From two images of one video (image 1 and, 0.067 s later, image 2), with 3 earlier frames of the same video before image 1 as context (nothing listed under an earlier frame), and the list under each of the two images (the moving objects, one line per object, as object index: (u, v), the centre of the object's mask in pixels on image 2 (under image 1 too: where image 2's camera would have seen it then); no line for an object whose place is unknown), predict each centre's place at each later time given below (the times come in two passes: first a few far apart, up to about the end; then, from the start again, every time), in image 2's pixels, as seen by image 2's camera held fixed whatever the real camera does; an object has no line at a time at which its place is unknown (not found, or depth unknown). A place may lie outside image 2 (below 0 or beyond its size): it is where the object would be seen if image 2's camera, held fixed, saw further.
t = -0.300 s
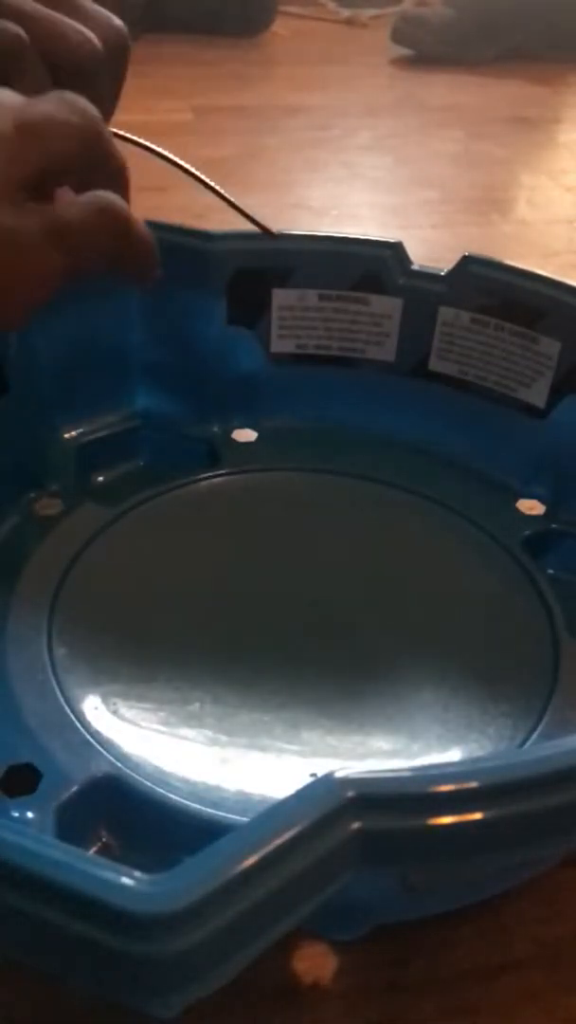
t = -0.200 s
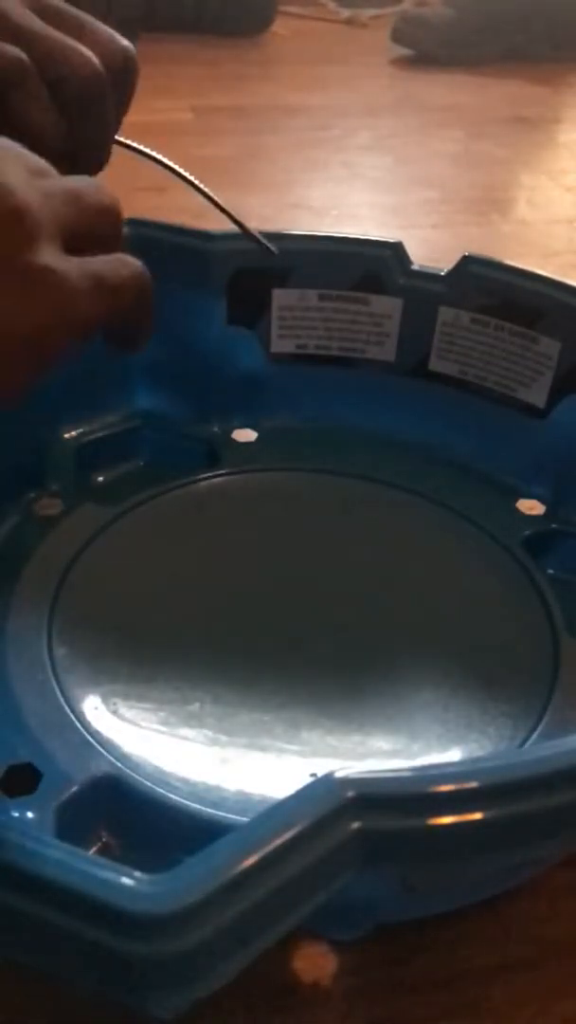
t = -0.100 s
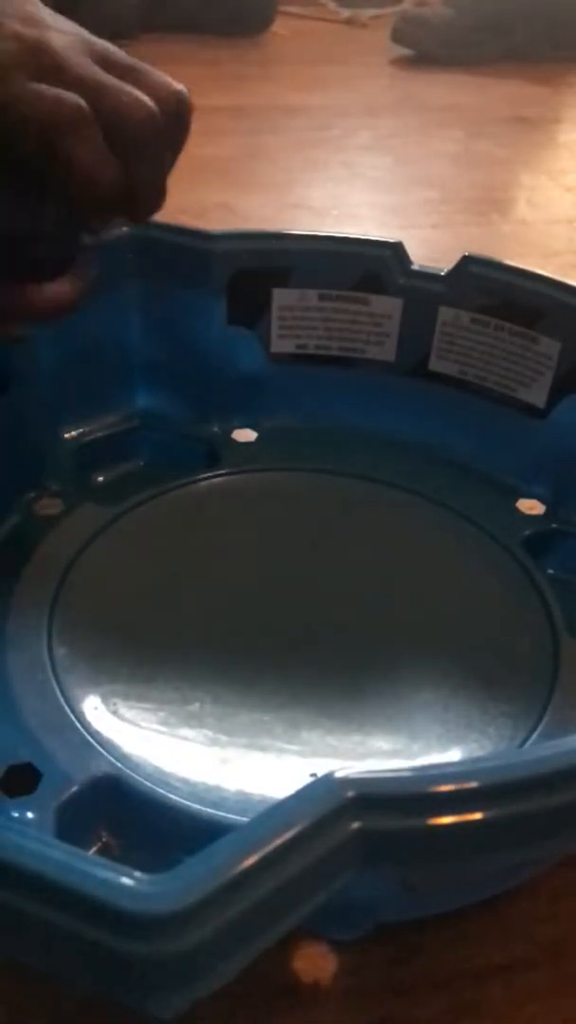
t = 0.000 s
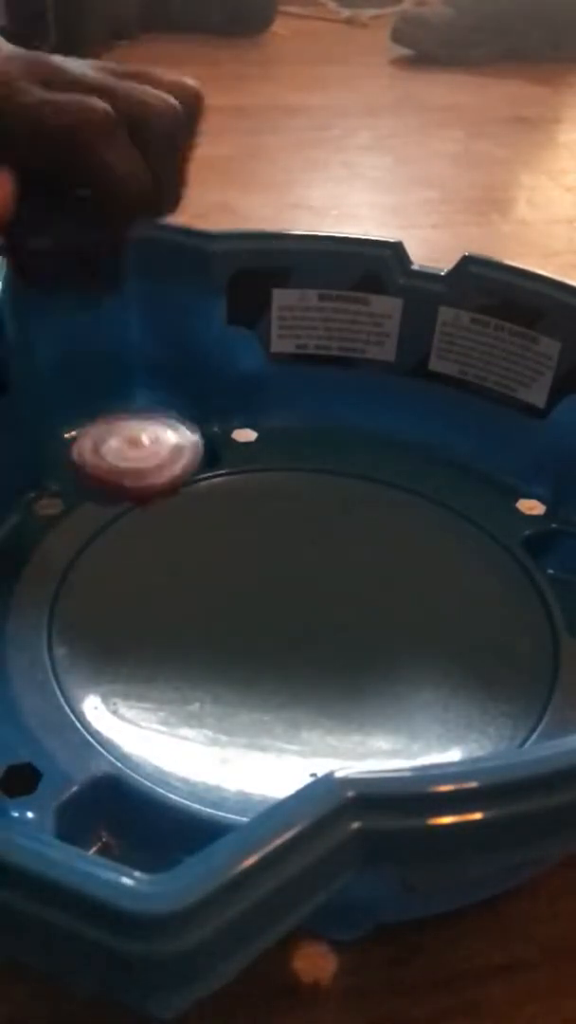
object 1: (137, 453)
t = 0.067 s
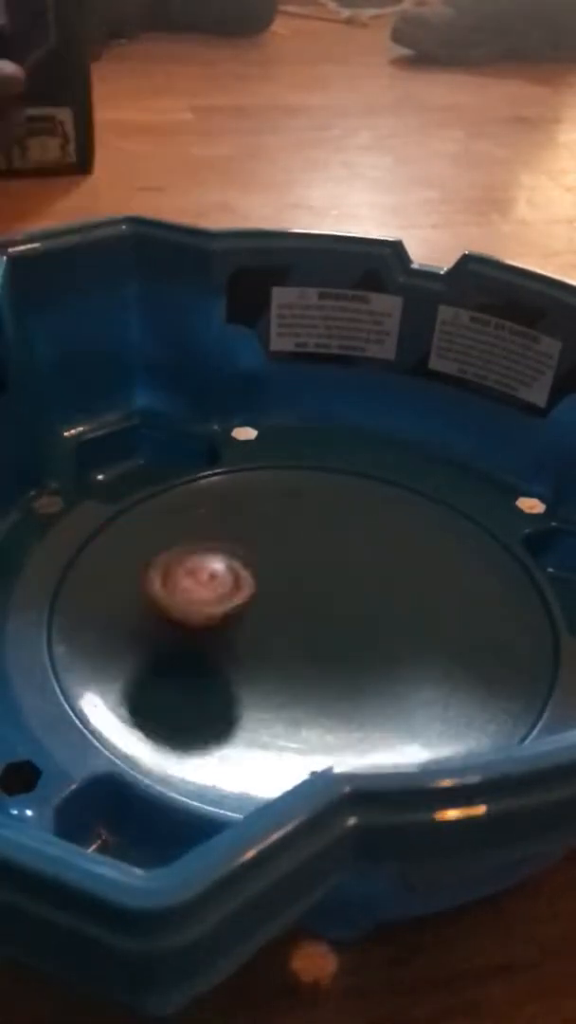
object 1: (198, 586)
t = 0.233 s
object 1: (380, 599)
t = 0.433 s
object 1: (436, 565)
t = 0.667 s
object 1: (337, 486)
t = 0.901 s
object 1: (213, 521)
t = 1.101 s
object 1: (215, 616)
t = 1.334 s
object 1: (366, 663)
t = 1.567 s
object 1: (438, 597)
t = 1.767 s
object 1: (396, 545)
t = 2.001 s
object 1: (299, 537)
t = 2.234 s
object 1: (238, 591)
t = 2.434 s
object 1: (260, 645)
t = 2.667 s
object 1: (332, 663)
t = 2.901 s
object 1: (378, 623)
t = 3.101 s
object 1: (343, 575)
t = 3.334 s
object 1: (259, 564)
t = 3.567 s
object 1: (218, 598)
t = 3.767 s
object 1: (250, 633)
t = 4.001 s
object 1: (327, 621)
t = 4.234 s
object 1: (325, 560)
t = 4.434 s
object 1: (273, 541)
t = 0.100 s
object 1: (235, 549)
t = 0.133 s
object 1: (274, 531)
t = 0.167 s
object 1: (312, 532)
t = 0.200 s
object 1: (349, 557)
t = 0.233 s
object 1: (380, 599)
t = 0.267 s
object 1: (403, 614)
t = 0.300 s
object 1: (417, 594)
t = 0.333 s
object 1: (432, 594)
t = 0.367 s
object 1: (439, 594)
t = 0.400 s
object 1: (440, 578)
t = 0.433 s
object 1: (436, 565)
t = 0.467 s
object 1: (429, 550)
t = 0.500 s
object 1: (417, 534)
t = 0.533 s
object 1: (406, 521)
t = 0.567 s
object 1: (390, 508)
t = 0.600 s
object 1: (374, 499)
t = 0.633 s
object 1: (355, 491)
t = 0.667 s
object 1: (337, 486)
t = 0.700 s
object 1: (316, 484)
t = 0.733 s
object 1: (296, 484)
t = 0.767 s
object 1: (277, 487)
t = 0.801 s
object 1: (259, 493)
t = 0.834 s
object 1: (242, 500)
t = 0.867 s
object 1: (227, 510)
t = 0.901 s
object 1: (213, 521)
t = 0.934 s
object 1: (204, 535)
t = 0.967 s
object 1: (196, 550)
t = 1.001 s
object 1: (195, 566)
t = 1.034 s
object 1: (195, 583)
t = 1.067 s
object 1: (201, 599)
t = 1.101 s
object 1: (215, 616)
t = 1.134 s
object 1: (229, 631)
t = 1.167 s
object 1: (248, 644)
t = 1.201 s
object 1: (270, 655)
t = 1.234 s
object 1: (294, 662)
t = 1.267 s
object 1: (319, 666)
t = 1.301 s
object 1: (343, 666)
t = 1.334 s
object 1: (366, 663)
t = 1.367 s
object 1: (387, 658)
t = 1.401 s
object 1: (404, 650)
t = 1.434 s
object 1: (418, 642)
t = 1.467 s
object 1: (428, 631)
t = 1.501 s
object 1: (434, 620)
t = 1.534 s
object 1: (437, 608)
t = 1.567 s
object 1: (438, 597)
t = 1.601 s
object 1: (437, 586)
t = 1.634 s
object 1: (433, 576)
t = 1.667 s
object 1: (426, 568)
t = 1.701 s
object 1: (418, 559)
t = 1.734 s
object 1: (407, 551)
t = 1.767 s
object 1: (396, 545)
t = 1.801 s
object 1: (383, 540)
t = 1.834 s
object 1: (370, 536)
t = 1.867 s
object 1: (356, 534)
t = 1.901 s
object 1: (342, 532)
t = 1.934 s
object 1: (327, 533)
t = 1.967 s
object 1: (313, 535)
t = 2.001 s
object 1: (299, 537)
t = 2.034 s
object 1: (285, 542)
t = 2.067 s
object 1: (272, 548)
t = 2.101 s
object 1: (261, 555)
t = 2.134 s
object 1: (251, 564)
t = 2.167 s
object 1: (244, 572)
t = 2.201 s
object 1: (240, 582)
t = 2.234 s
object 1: (238, 591)
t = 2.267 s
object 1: (238, 602)
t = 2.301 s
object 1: (238, 610)
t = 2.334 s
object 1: (240, 619)
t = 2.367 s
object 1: (246, 629)
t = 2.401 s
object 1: (252, 638)
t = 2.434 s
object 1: (260, 645)
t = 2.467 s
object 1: (267, 650)
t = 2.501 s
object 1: (277, 655)
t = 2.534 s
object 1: (288, 658)
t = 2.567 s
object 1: (298, 661)
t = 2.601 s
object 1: (310, 664)
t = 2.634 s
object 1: (323, 665)
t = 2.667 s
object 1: (332, 663)
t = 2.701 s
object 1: (342, 662)
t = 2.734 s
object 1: (353, 657)
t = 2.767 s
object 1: (361, 653)
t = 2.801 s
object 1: (369, 647)
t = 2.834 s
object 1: (373, 639)
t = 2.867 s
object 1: (378, 631)
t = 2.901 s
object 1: (378, 623)
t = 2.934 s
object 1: (378, 616)
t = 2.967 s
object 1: (376, 606)
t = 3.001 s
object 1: (369, 599)
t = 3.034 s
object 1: (362, 589)
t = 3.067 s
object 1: (353, 583)
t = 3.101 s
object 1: (343, 575)
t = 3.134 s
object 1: (332, 570)
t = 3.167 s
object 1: (319, 565)
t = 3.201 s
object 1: (307, 563)
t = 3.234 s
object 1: (294, 561)
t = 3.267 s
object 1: (282, 561)
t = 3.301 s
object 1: (270, 561)
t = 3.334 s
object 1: (259, 564)
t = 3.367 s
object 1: (249, 567)
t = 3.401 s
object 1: (240, 570)
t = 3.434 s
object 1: (234, 576)
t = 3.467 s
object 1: (227, 580)
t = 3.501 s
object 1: (223, 585)
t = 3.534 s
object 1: (221, 592)
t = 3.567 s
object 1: (218, 598)
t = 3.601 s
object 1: (219, 604)
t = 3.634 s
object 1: (223, 611)
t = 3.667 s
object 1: (227, 618)
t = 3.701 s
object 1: (230, 625)
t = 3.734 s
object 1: (240, 630)
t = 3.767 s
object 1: (250, 633)
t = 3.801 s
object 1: (260, 637)
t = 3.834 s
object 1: (271, 638)
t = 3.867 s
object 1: (283, 638)
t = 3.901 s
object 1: (297, 636)
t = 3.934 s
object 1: (310, 632)
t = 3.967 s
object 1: (320, 627)
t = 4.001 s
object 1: (327, 621)
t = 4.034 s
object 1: (334, 611)
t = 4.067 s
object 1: (337, 602)
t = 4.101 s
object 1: (339, 593)
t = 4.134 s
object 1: (339, 584)
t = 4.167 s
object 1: (336, 576)
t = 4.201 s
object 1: (331, 568)
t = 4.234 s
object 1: (325, 560)
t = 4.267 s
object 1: (318, 555)
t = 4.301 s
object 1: (309, 549)
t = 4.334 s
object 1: (300, 545)
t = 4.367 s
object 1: (291, 543)
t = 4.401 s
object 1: (282, 542)
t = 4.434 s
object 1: (273, 541)
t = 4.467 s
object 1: (265, 542)
